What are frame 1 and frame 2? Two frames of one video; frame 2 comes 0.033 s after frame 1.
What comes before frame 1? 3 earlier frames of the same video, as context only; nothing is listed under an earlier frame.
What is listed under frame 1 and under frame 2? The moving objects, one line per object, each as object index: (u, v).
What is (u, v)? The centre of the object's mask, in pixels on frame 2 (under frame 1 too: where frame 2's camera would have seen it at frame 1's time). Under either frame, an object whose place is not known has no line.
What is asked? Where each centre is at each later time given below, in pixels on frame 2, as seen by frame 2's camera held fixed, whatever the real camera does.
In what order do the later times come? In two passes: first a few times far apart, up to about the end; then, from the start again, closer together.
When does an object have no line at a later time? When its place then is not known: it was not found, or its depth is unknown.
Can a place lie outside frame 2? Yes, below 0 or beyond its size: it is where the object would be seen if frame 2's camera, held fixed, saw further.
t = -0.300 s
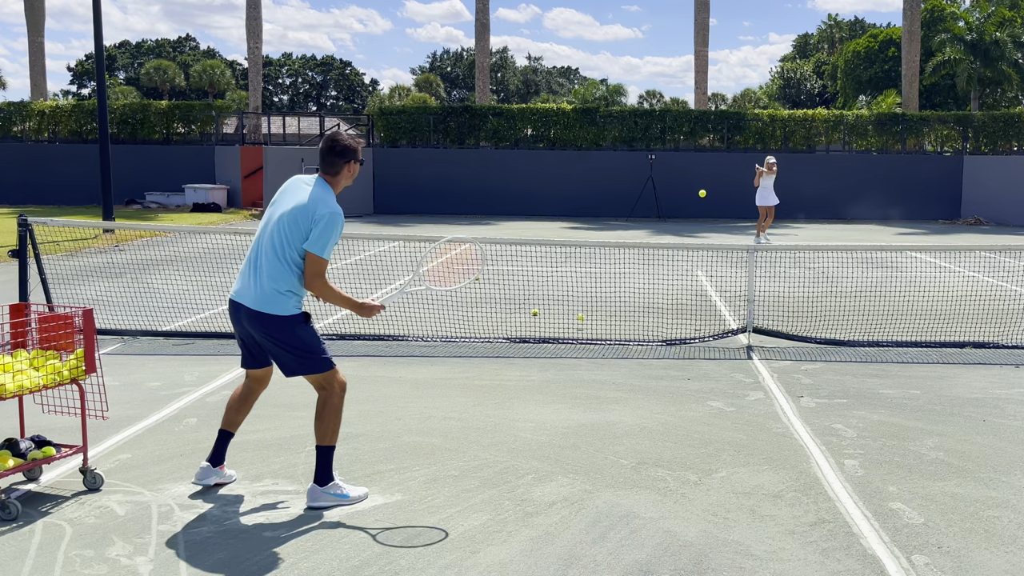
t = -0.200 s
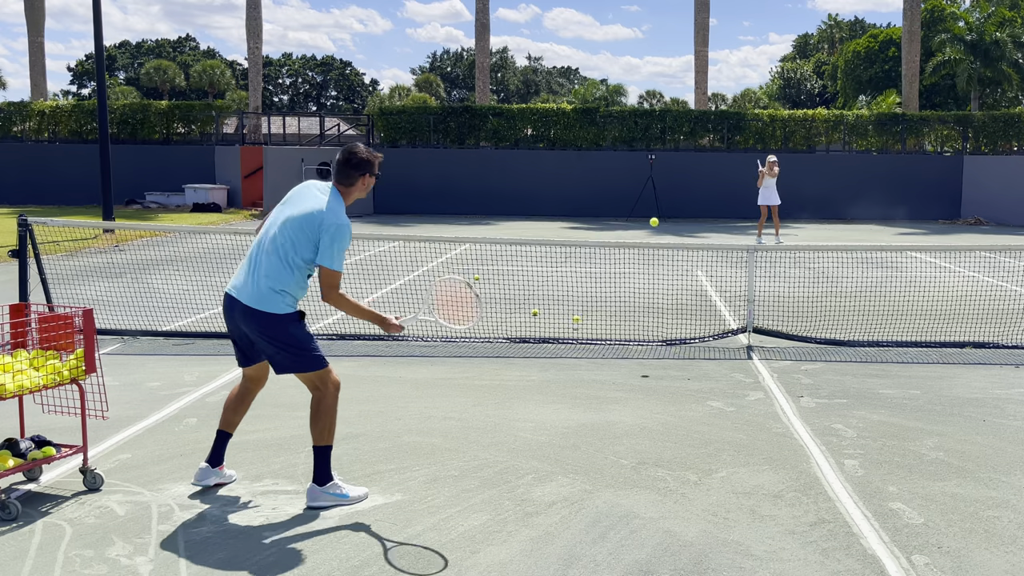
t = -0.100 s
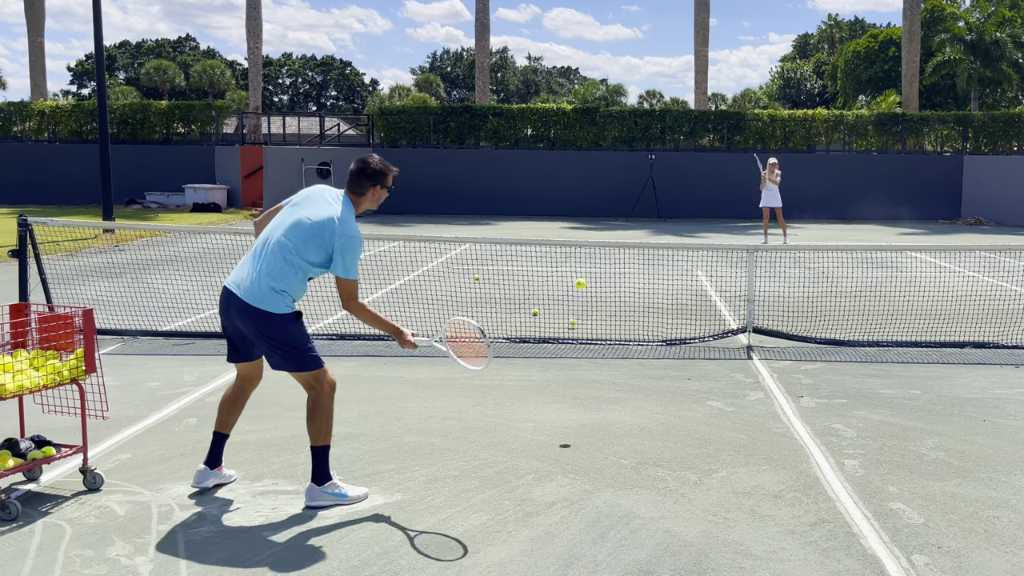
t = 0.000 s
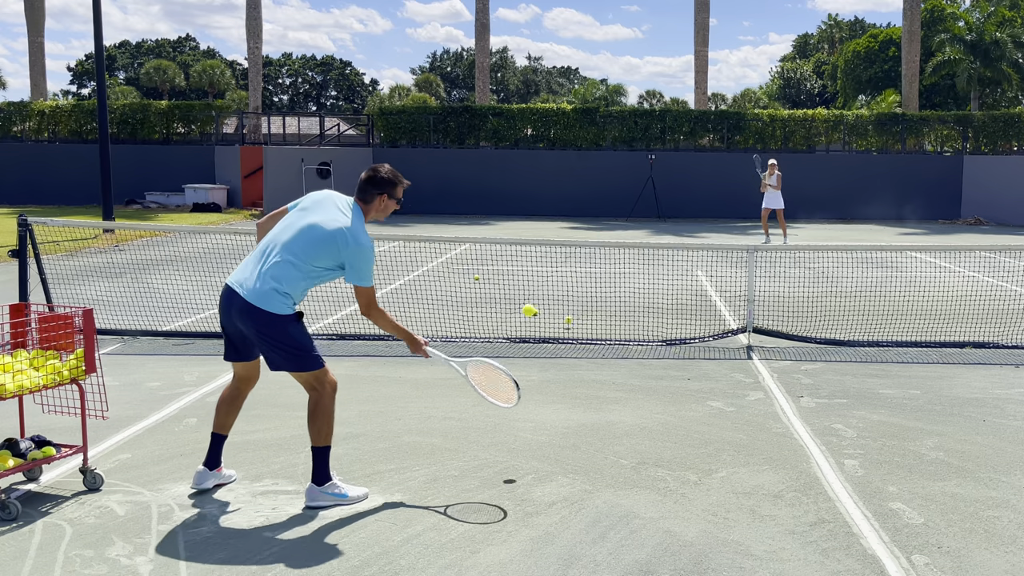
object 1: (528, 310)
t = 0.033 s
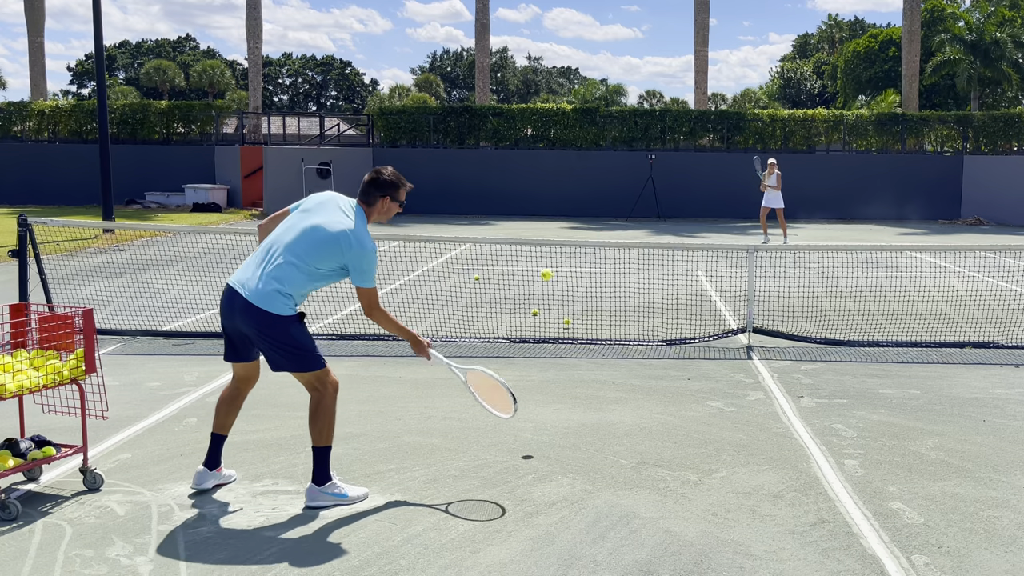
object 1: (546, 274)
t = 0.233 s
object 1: (610, 167)
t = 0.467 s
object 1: (646, 146)
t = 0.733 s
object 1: (668, 171)
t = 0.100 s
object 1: (574, 223)
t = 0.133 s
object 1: (585, 204)
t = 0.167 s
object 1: (594, 189)
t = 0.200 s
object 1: (603, 177)
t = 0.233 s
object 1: (610, 167)
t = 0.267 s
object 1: (617, 160)
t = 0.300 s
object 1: (623, 154)
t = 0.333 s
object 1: (629, 151)
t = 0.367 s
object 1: (634, 148)
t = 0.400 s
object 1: (638, 146)
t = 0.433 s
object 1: (643, 146)
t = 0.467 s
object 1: (646, 146)
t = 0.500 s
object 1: (650, 147)
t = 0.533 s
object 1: (653, 149)
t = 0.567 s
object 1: (656, 151)
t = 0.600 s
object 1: (659, 154)
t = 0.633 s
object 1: (662, 158)
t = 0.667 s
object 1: (664, 162)
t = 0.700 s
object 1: (666, 166)
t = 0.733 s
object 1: (668, 171)
